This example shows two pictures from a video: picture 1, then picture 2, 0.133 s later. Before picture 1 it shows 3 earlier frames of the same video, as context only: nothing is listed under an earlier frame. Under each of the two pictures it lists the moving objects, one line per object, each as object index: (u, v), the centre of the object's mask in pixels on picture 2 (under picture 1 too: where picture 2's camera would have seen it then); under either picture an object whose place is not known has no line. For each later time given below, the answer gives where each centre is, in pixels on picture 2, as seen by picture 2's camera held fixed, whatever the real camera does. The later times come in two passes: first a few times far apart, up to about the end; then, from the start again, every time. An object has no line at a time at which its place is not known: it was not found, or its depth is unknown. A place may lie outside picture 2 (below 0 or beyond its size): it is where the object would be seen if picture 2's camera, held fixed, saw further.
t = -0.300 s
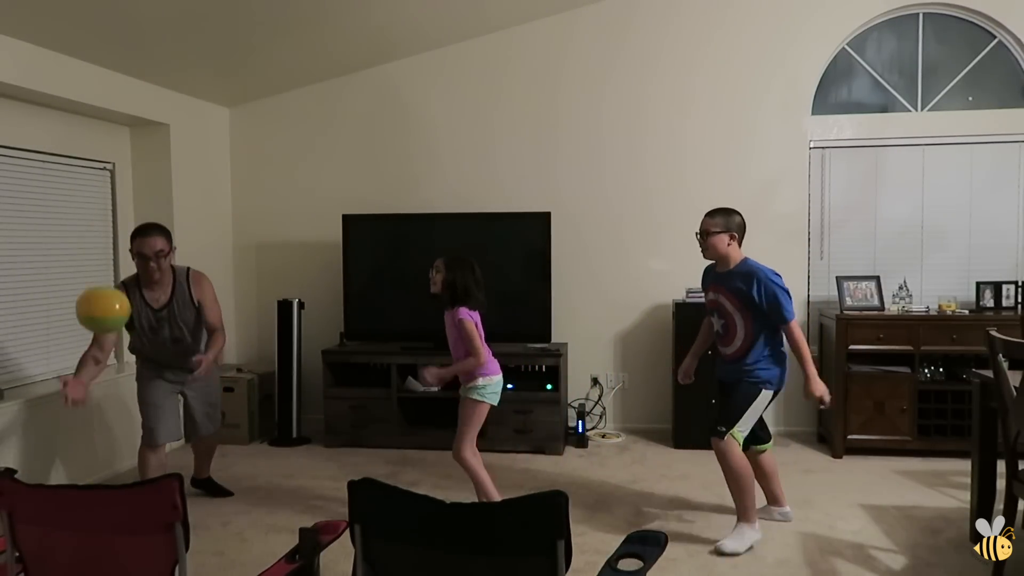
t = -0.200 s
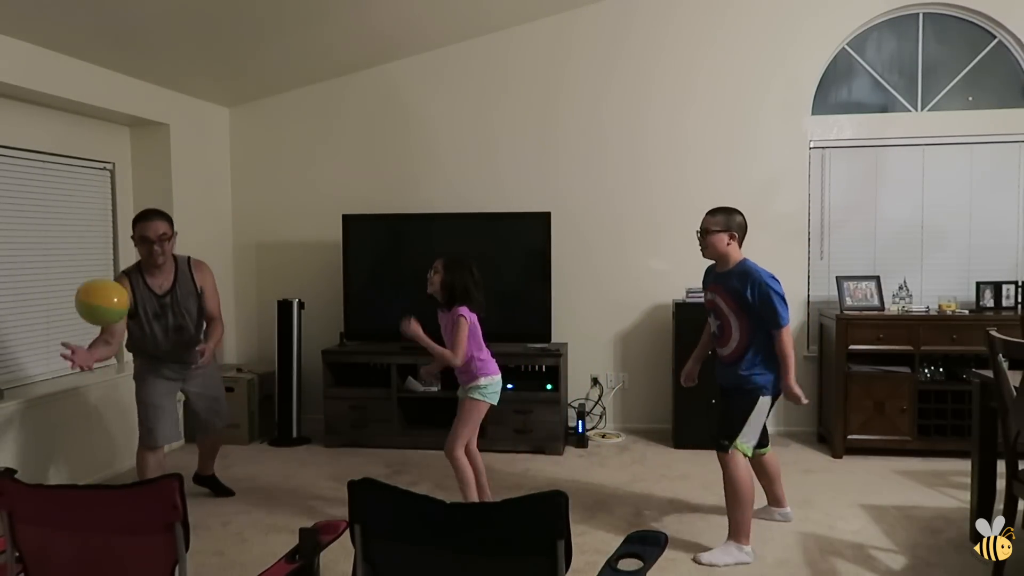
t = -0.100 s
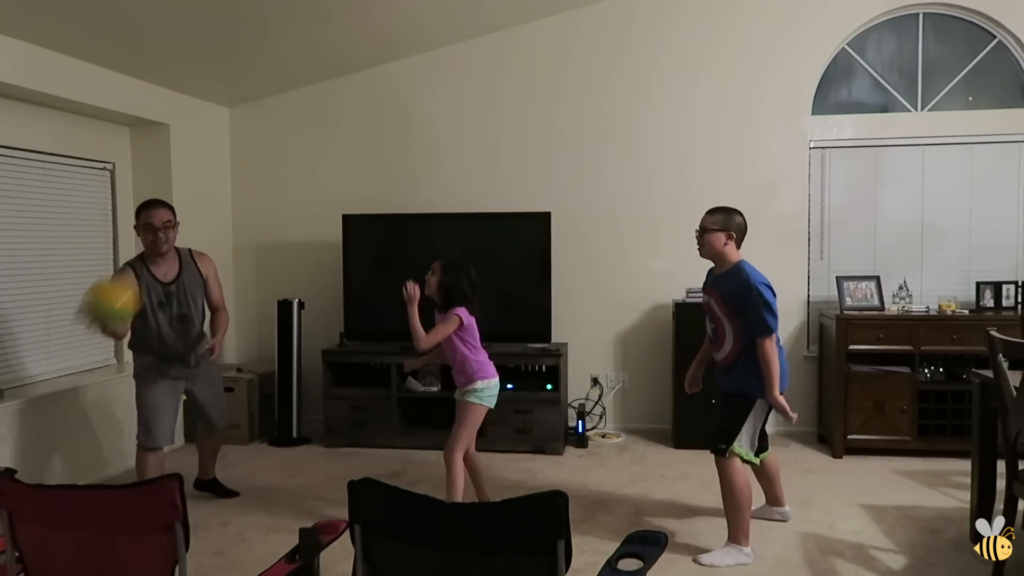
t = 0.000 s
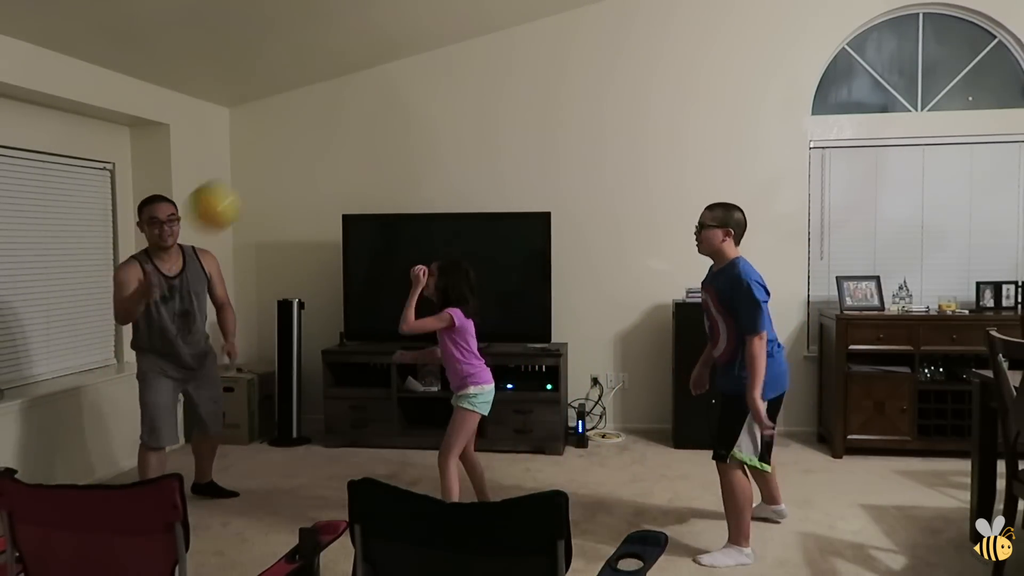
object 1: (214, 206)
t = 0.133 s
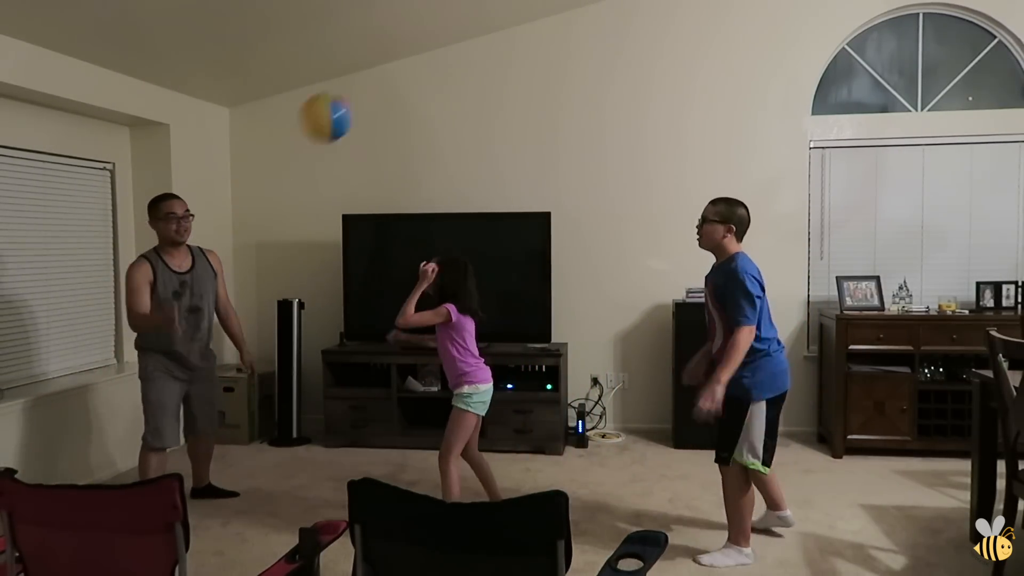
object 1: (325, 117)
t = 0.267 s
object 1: (410, 67)
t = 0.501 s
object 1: (503, 56)
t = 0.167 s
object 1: (348, 102)
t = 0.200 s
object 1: (370, 88)
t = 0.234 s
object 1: (391, 76)
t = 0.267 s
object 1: (410, 67)
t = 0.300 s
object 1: (426, 59)
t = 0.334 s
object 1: (441, 53)
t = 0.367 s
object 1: (454, 49)
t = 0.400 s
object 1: (468, 48)
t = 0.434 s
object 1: (480, 49)
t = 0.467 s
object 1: (491, 51)
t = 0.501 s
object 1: (503, 56)
